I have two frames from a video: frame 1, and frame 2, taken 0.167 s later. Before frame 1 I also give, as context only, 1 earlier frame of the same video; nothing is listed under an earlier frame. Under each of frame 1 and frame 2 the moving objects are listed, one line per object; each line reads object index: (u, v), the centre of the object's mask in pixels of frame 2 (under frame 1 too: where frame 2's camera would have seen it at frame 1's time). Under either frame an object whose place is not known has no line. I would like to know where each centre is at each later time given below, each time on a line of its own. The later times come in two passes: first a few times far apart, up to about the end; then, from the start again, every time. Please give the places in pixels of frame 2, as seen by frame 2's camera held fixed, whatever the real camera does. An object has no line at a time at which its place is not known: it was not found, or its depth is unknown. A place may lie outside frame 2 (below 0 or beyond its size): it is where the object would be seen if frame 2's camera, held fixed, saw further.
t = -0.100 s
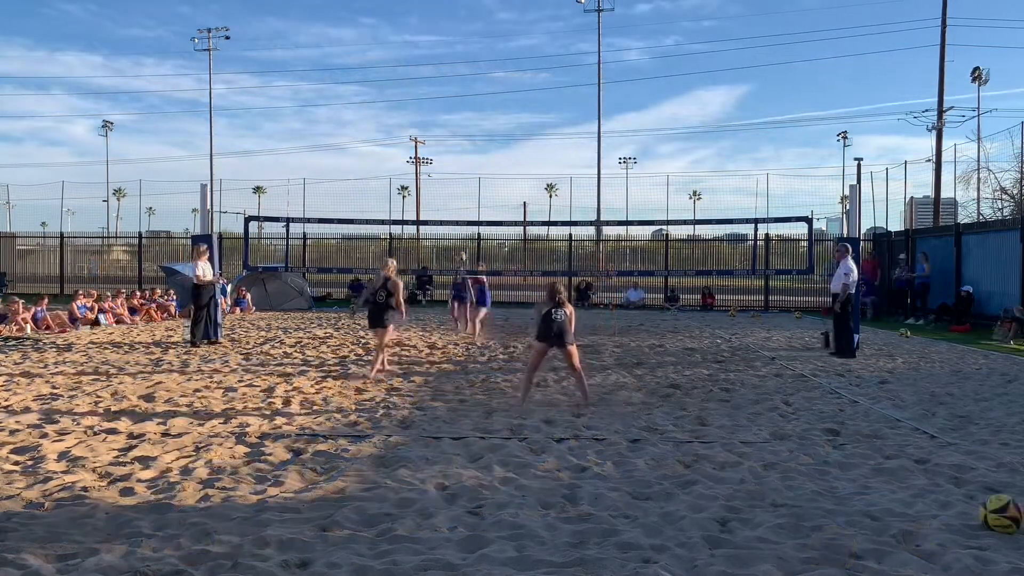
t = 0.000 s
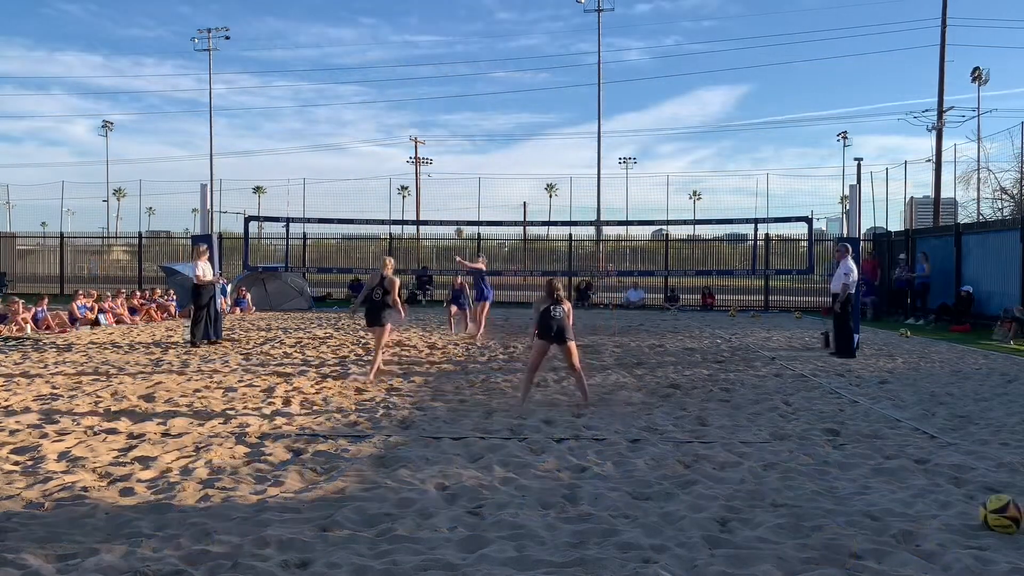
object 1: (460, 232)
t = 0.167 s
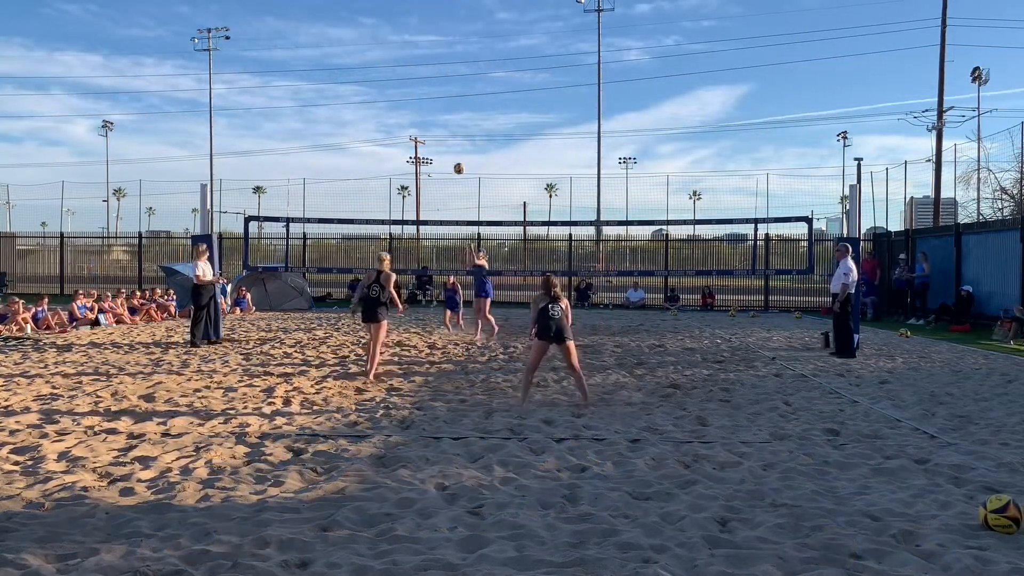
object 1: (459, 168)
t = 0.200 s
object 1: (459, 157)
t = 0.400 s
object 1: (457, 104)
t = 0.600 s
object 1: (455, 73)
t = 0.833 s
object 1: (453, 64)
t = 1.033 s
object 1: (450, 80)
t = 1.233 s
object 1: (449, 118)
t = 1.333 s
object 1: (447, 145)
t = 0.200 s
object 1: (459, 157)
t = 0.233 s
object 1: (459, 146)
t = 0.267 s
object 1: (458, 137)
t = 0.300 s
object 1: (458, 128)
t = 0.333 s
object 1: (457, 120)
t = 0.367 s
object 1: (457, 111)
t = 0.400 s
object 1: (457, 104)
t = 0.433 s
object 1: (457, 97)
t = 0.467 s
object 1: (456, 91)
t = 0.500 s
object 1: (456, 86)
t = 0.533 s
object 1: (456, 81)
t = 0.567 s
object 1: (455, 76)
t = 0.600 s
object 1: (455, 73)
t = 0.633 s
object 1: (455, 70)
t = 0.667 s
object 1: (454, 67)
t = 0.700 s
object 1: (454, 65)
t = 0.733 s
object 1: (454, 64)
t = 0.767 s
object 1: (454, 63)
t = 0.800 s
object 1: (453, 63)
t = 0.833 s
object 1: (453, 64)
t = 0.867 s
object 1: (453, 65)
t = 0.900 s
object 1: (452, 67)
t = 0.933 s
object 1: (452, 69)
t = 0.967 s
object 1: (452, 72)
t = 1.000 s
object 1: (451, 76)
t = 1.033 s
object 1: (450, 80)
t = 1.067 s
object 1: (450, 84)
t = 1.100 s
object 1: (450, 90)
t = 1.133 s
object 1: (450, 96)
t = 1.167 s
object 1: (449, 103)
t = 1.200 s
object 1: (449, 110)
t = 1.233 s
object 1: (449, 118)
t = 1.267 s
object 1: (448, 127)
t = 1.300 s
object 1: (448, 135)
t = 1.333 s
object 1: (447, 145)
